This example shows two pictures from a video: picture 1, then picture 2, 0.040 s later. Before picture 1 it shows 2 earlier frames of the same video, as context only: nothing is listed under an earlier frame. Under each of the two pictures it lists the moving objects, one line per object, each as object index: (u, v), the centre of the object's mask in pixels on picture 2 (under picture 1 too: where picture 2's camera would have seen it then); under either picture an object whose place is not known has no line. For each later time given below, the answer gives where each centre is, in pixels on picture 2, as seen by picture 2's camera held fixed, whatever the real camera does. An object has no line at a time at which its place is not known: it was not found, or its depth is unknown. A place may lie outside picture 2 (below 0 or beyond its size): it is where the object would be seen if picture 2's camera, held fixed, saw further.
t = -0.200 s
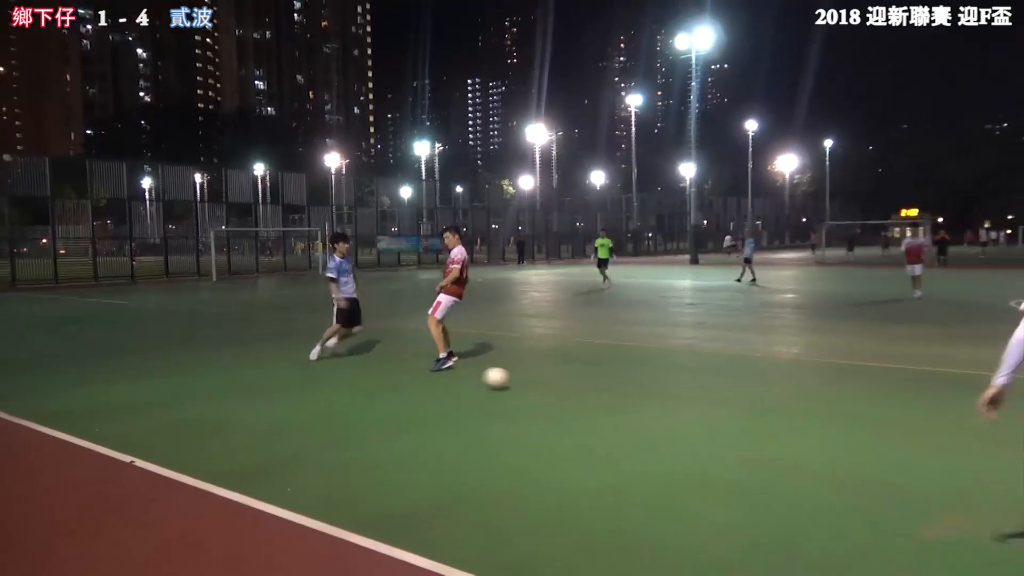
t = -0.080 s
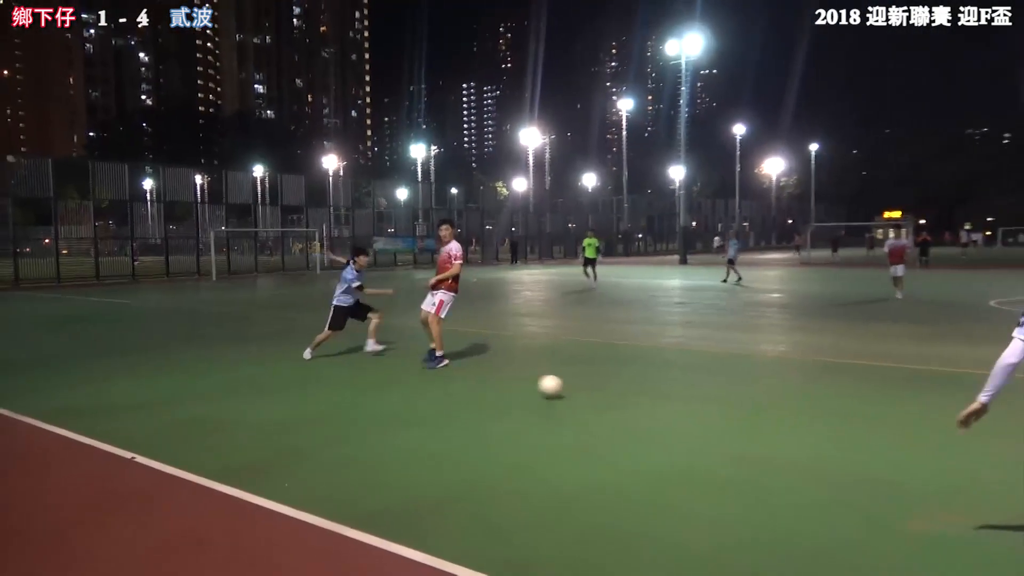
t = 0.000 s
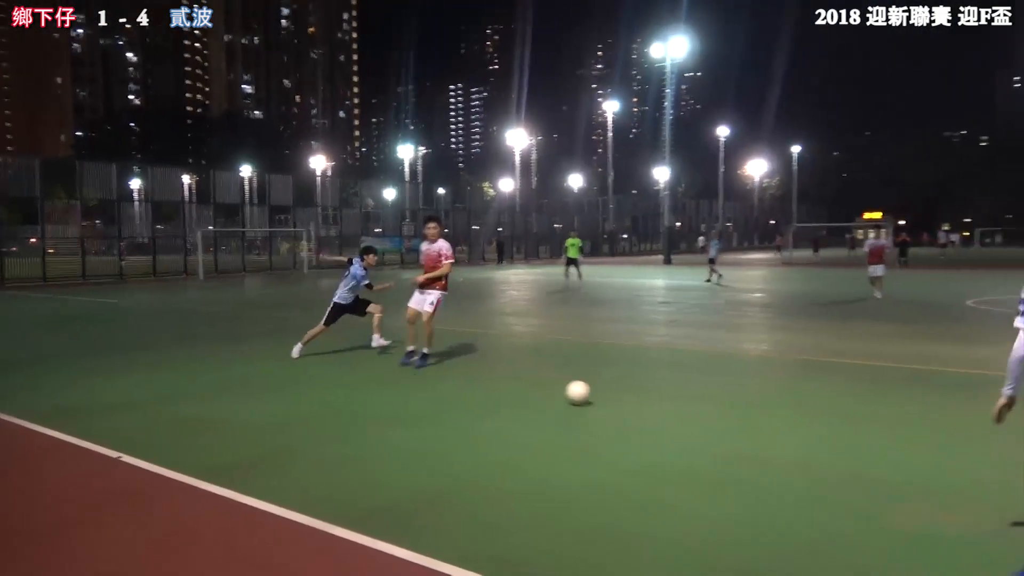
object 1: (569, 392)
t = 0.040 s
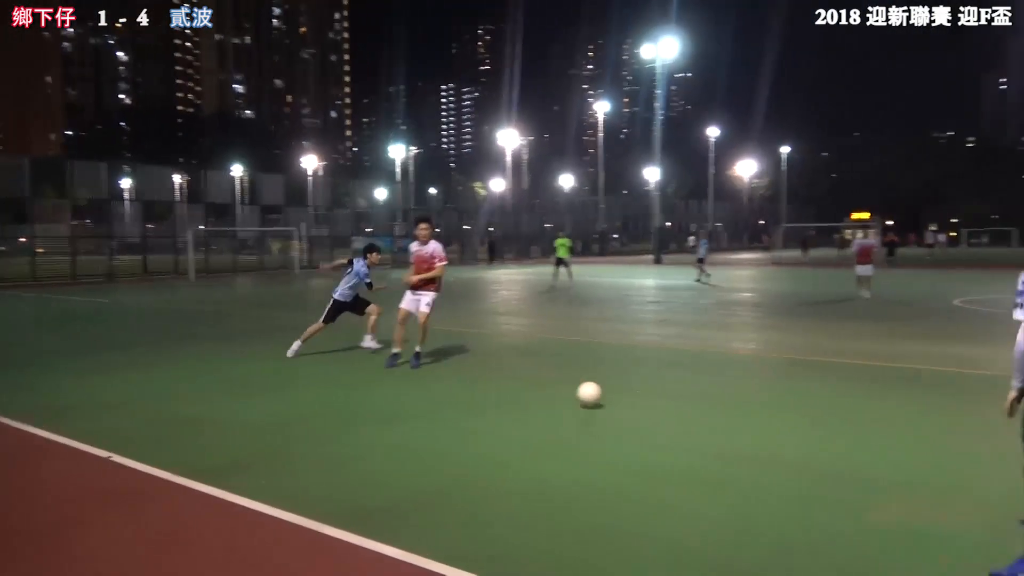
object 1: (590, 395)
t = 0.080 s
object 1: (610, 399)
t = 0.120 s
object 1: (632, 404)
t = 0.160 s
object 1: (654, 406)
